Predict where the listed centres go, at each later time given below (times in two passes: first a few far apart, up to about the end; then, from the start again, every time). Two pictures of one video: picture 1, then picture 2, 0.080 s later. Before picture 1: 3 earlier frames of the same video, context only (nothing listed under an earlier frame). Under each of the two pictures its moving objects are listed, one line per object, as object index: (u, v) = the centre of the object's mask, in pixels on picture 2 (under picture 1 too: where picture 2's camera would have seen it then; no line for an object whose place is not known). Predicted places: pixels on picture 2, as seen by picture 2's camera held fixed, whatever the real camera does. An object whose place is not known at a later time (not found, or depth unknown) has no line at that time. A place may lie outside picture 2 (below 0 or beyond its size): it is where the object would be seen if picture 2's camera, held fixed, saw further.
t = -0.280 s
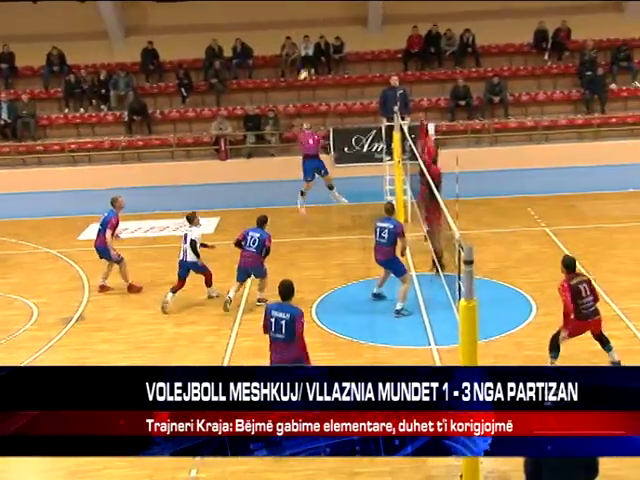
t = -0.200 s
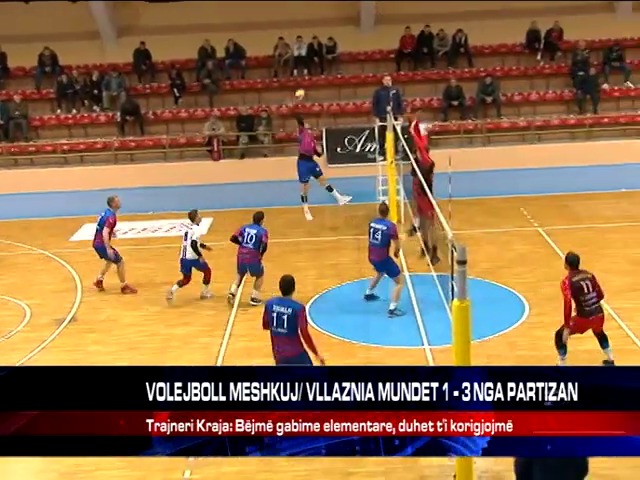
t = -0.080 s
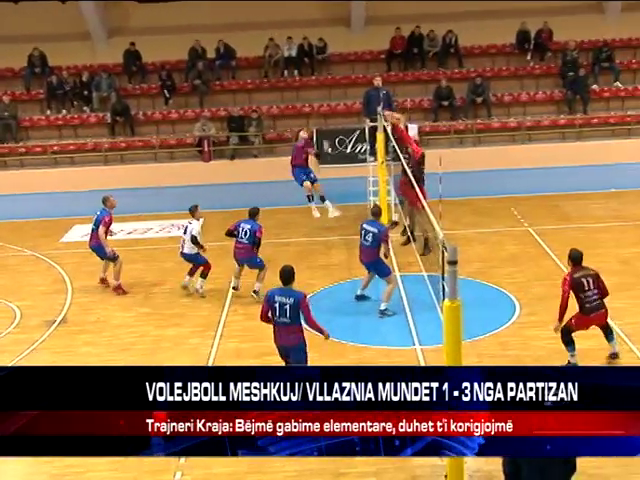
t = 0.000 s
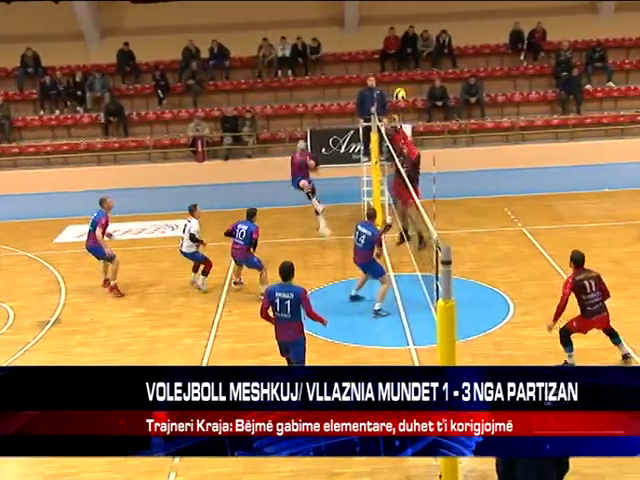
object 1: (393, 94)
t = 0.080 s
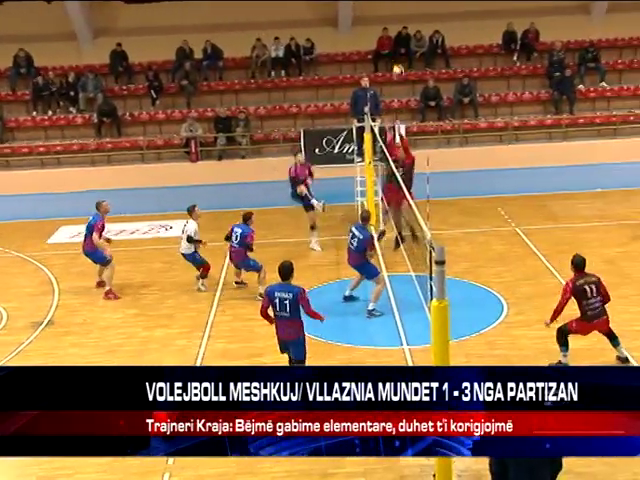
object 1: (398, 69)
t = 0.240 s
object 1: (409, 33)
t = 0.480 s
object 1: (426, 5)
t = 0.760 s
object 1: (447, 12)
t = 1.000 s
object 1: (465, 55)
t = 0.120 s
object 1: (401, 60)
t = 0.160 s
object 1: (403, 51)
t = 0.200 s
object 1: (406, 40)
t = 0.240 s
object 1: (409, 33)
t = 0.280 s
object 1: (412, 26)
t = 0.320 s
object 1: (415, 20)
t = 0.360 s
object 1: (417, 15)
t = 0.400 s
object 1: (420, 11)
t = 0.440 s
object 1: (424, 7)
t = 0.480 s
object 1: (426, 5)
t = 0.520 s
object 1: (428, 5)
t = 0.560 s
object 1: (432, 4)
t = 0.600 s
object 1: (435, 4)
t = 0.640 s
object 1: (438, 4)
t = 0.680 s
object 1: (442, 6)
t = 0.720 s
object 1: (445, 9)
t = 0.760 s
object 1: (447, 12)
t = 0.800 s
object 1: (451, 17)
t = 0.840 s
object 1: (453, 24)
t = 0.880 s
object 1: (457, 29)
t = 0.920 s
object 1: (460, 38)
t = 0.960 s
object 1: (462, 47)
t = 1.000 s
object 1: (465, 55)
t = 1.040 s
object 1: (469, 66)
